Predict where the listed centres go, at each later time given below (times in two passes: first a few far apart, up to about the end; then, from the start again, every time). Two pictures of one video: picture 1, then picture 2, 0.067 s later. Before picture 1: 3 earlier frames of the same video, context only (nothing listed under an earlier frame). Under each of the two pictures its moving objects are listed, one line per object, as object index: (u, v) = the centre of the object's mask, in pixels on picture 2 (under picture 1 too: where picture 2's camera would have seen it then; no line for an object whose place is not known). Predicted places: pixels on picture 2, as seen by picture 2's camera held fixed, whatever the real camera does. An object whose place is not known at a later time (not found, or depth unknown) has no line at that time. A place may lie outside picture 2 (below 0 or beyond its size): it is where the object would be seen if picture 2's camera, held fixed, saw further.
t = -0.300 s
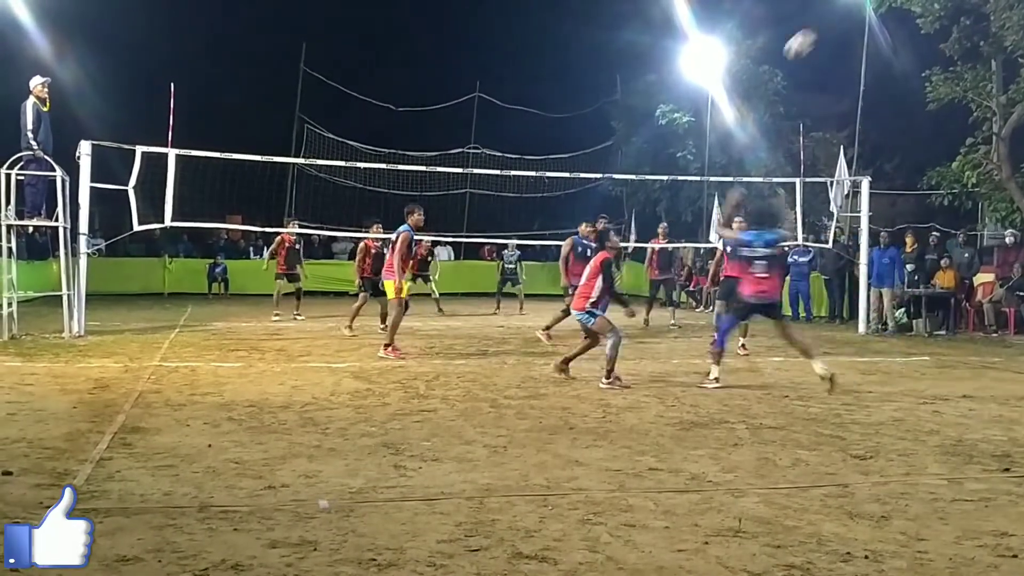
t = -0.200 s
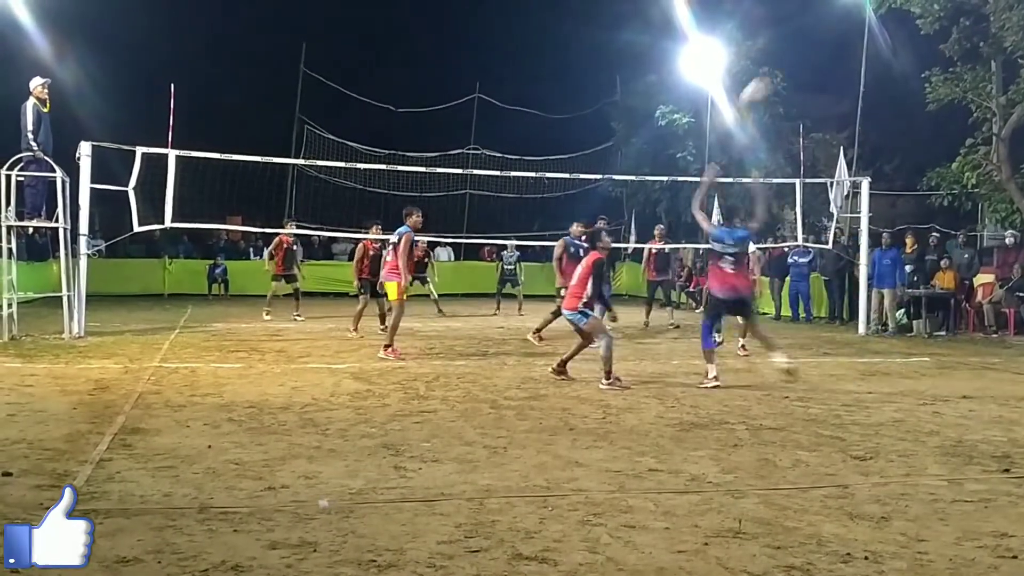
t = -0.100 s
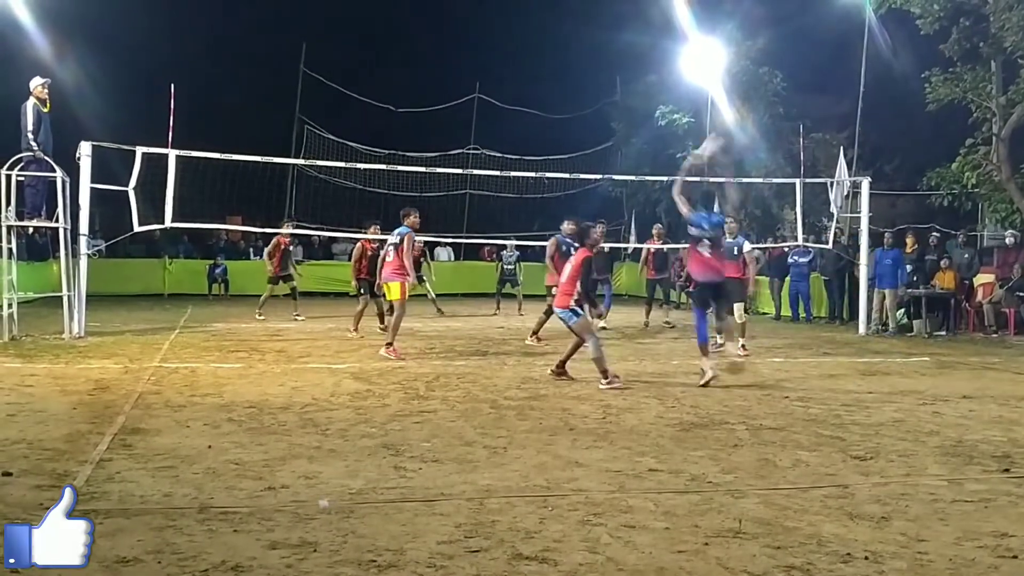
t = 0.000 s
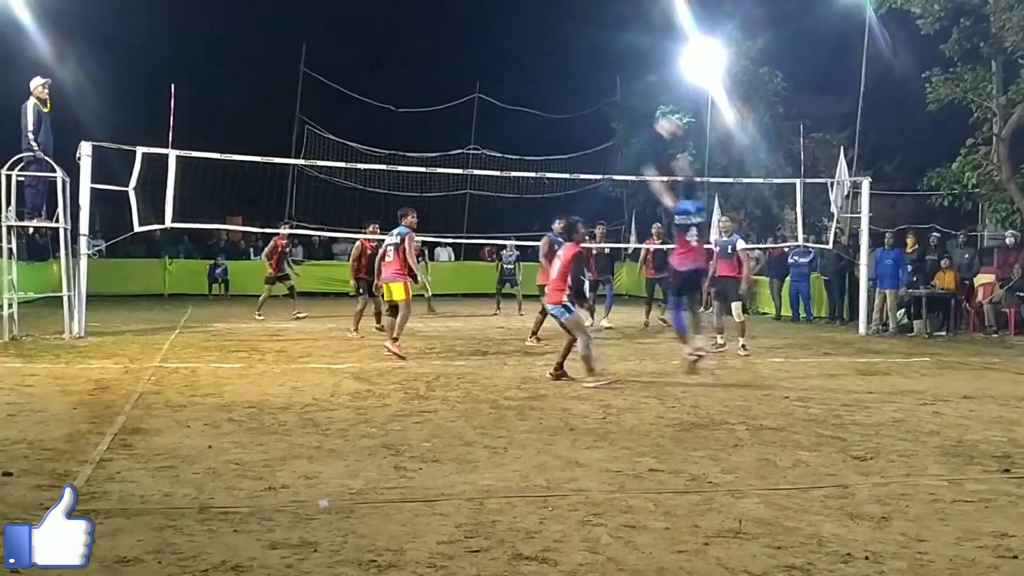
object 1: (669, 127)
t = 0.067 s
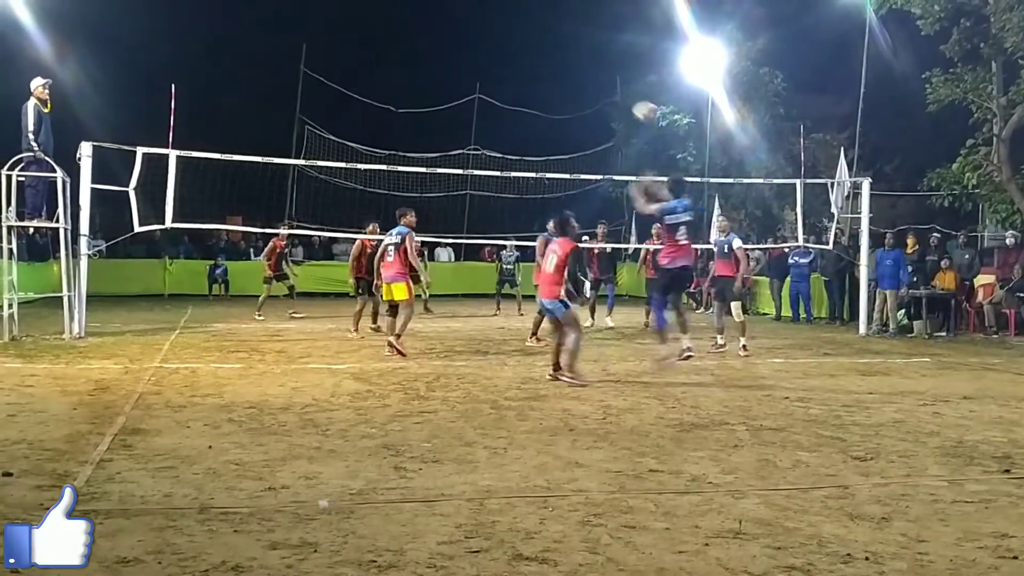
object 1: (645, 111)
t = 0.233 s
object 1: (600, 97)
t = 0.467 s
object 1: (554, 116)
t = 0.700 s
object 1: (523, 161)
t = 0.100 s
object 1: (635, 106)
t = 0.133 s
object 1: (625, 102)
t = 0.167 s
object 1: (616, 99)
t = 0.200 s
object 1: (608, 97)
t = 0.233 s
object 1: (600, 97)
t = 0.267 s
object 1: (593, 98)
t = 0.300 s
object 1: (585, 99)
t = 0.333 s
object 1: (579, 101)
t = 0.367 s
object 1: (572, 104)
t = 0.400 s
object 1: (566, 107)
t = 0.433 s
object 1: (560, 111)
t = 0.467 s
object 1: (554, 116)
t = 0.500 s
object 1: (549, 121)
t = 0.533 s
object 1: (544, 127)
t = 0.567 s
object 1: (539, 133)
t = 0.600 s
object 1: (535, 139)
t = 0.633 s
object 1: (530, 146)
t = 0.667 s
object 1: (527, 153)
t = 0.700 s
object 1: (523, 161)
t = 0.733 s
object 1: (520, 166)
